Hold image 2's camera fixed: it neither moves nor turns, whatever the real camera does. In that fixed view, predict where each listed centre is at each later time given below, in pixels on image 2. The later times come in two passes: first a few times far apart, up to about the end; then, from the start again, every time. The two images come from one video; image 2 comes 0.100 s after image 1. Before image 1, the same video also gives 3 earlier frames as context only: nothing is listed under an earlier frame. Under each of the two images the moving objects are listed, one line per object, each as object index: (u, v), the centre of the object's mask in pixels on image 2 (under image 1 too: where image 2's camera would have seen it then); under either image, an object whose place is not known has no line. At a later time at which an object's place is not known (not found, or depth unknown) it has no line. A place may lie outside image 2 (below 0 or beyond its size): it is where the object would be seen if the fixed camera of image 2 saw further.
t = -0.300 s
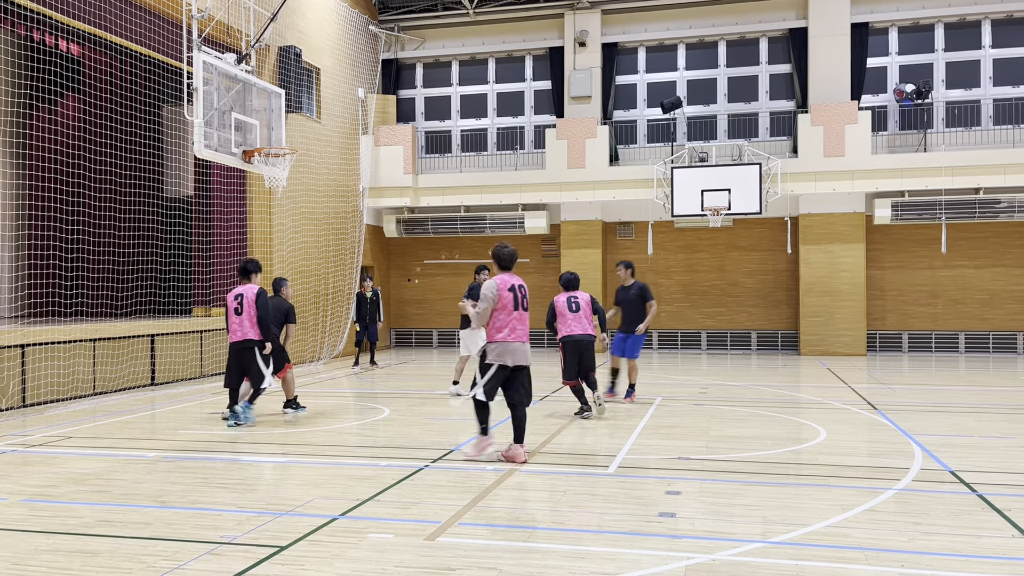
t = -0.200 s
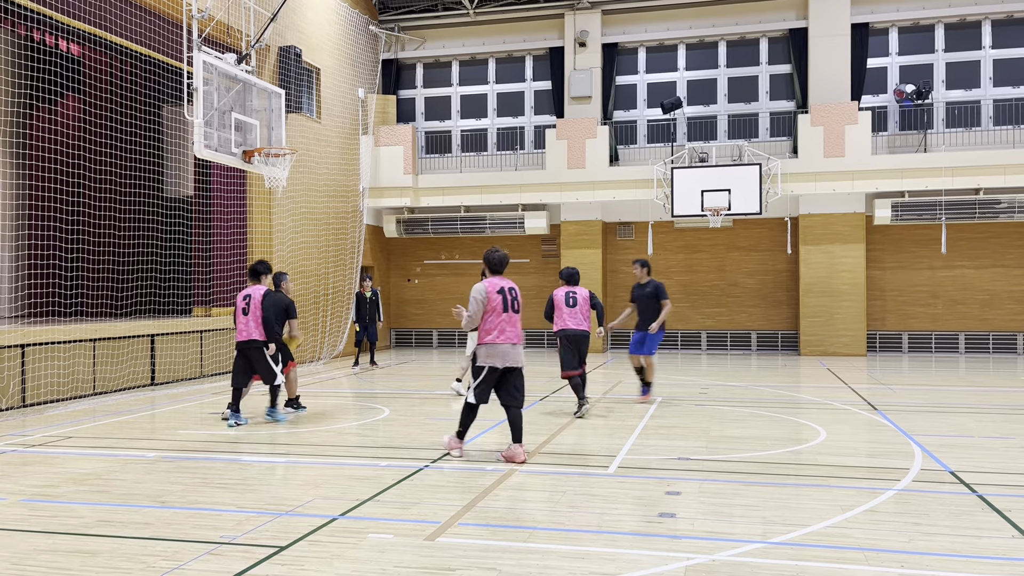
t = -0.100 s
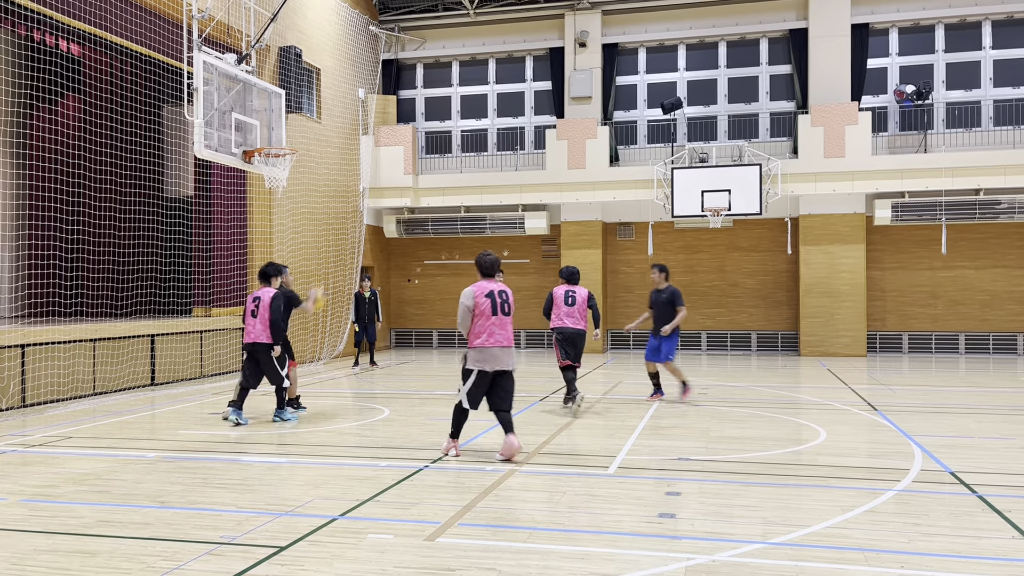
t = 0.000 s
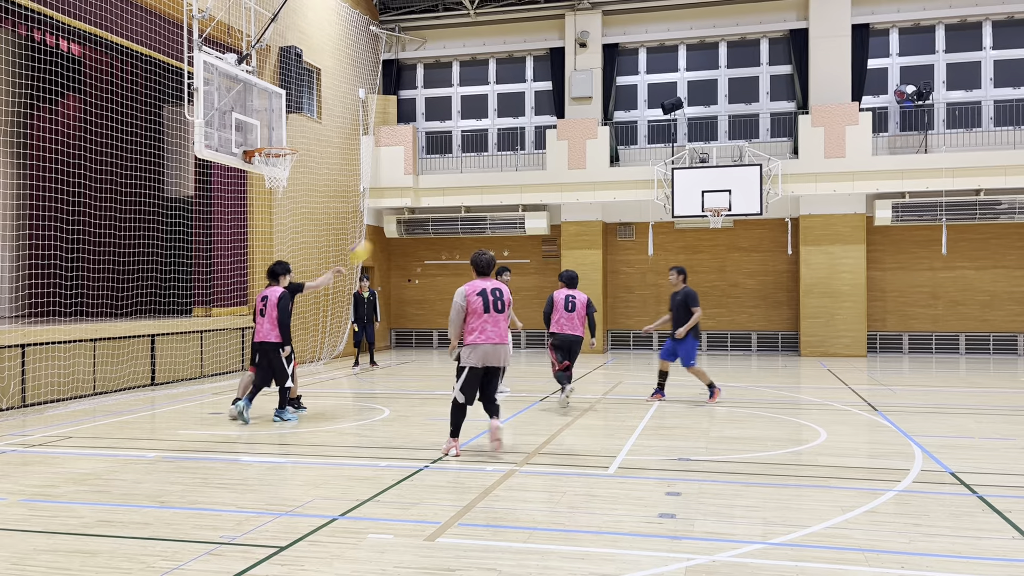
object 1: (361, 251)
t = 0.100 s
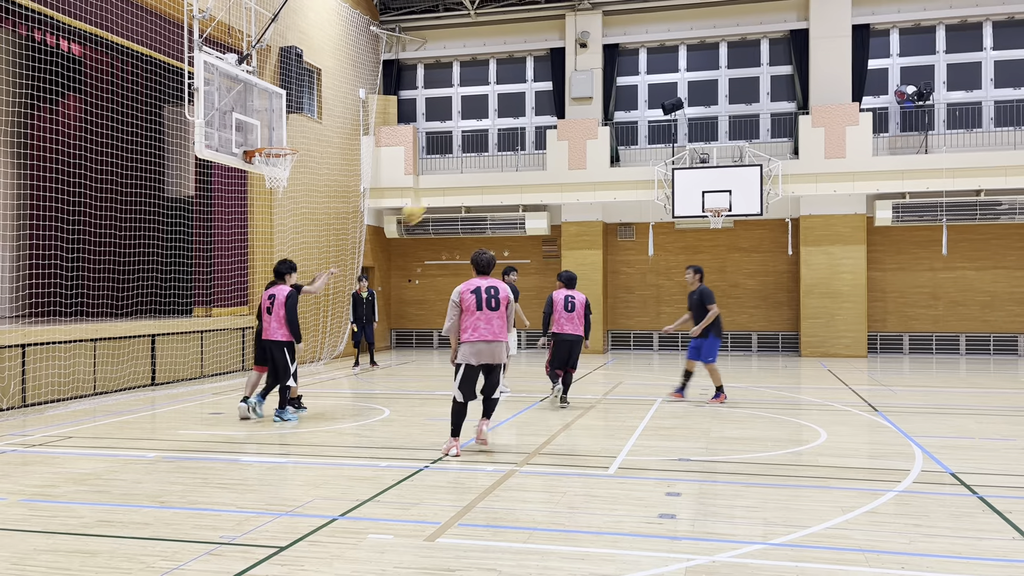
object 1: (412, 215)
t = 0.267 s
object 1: (504, 165)
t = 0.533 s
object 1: (643, 132)
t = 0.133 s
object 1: (431, 201)
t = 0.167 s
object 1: (450, 191)
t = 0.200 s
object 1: (466, 181)
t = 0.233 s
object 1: (485, 173)
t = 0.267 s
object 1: (504, 165)
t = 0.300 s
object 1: (520, 157)
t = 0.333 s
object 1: (538, 150)
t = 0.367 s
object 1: (555, 145)
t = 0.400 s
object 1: (572, 139)
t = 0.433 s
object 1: (589, 137)
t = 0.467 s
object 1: (609, 134)
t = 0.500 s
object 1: (625, 133)
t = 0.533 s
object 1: (643, 132)
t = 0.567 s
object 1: (660, 132)
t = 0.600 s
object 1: (678, 132)
